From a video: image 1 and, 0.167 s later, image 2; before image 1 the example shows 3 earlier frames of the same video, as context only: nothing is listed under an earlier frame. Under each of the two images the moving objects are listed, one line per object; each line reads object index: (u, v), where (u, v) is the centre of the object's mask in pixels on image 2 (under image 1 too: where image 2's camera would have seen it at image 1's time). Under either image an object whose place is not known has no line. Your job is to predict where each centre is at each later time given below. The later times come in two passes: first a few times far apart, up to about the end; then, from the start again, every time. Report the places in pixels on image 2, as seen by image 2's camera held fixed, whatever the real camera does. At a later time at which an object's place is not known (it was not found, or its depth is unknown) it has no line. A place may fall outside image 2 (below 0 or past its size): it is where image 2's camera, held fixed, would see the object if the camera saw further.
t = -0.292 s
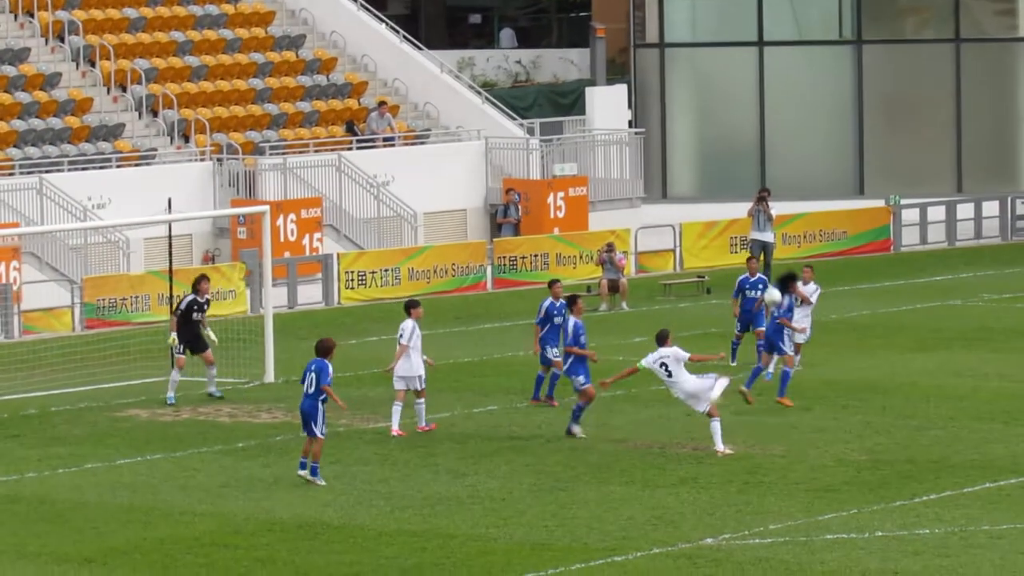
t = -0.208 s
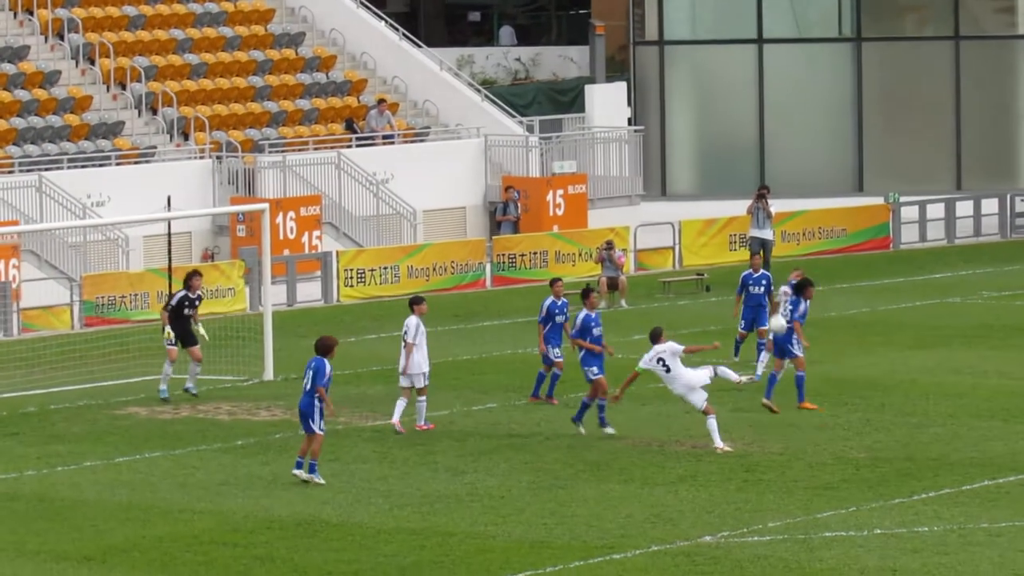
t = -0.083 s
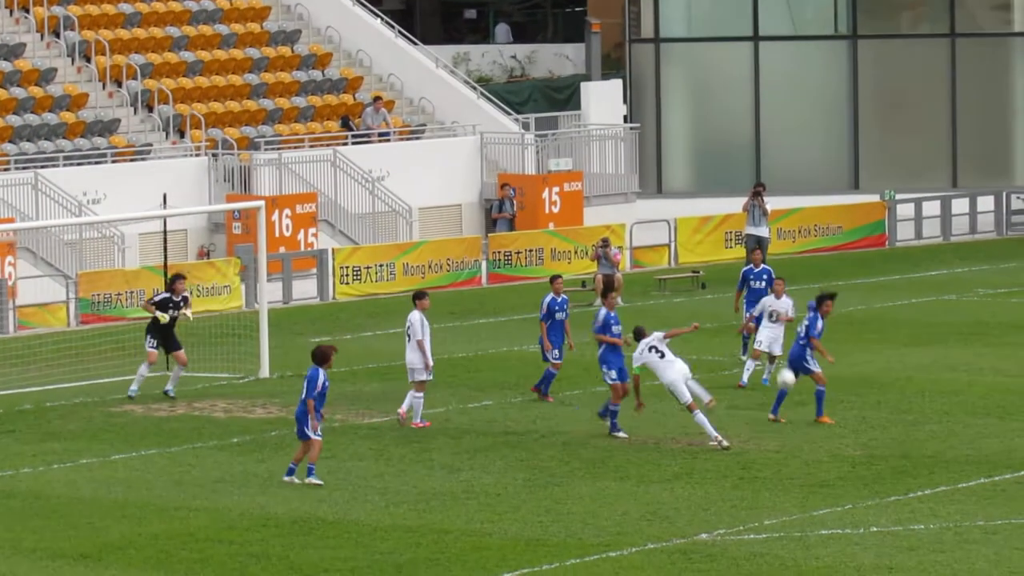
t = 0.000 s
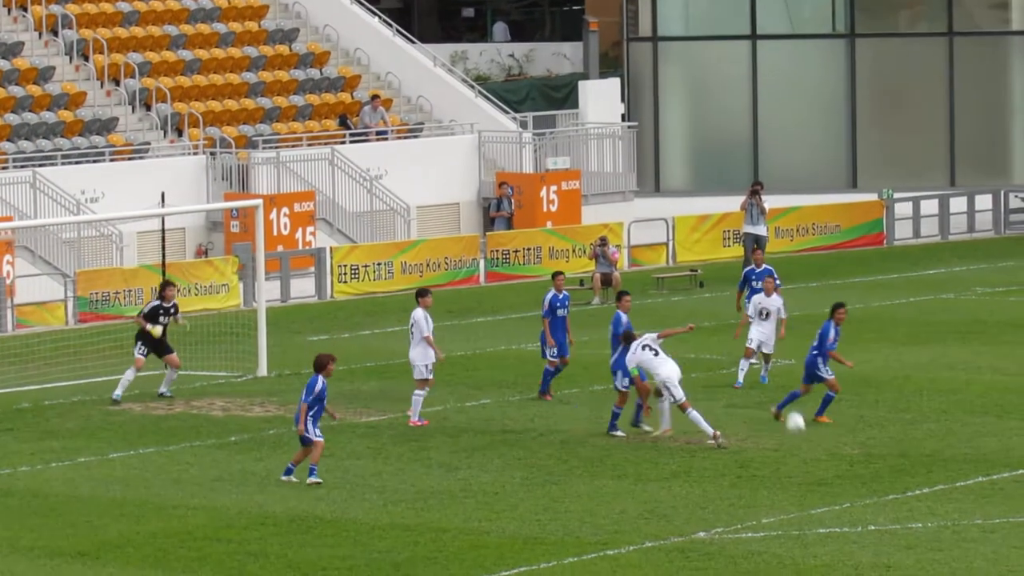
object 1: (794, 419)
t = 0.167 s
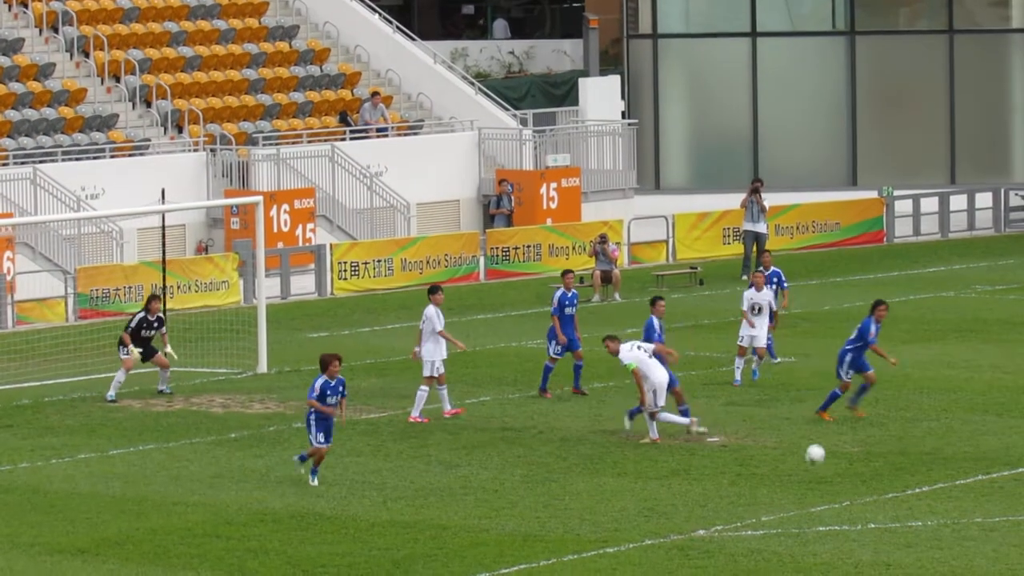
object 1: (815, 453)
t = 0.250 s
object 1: (822, 433)
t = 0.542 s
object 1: (849, 408)
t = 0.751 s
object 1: (874, 439)
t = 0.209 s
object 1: (818, 442)
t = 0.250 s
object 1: (822, 433)
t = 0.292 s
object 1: (825, 424)
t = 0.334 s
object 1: (829, 418)
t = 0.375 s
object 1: (833, 413)
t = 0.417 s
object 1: (837, 409)
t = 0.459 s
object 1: (841, 406)
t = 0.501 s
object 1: (845, 407)
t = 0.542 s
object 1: (849, 408)
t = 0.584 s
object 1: (854, 411)
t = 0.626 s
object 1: (858, 415)
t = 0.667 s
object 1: (864, 421)
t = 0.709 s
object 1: (868, 429)
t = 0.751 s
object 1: (874, 439)
